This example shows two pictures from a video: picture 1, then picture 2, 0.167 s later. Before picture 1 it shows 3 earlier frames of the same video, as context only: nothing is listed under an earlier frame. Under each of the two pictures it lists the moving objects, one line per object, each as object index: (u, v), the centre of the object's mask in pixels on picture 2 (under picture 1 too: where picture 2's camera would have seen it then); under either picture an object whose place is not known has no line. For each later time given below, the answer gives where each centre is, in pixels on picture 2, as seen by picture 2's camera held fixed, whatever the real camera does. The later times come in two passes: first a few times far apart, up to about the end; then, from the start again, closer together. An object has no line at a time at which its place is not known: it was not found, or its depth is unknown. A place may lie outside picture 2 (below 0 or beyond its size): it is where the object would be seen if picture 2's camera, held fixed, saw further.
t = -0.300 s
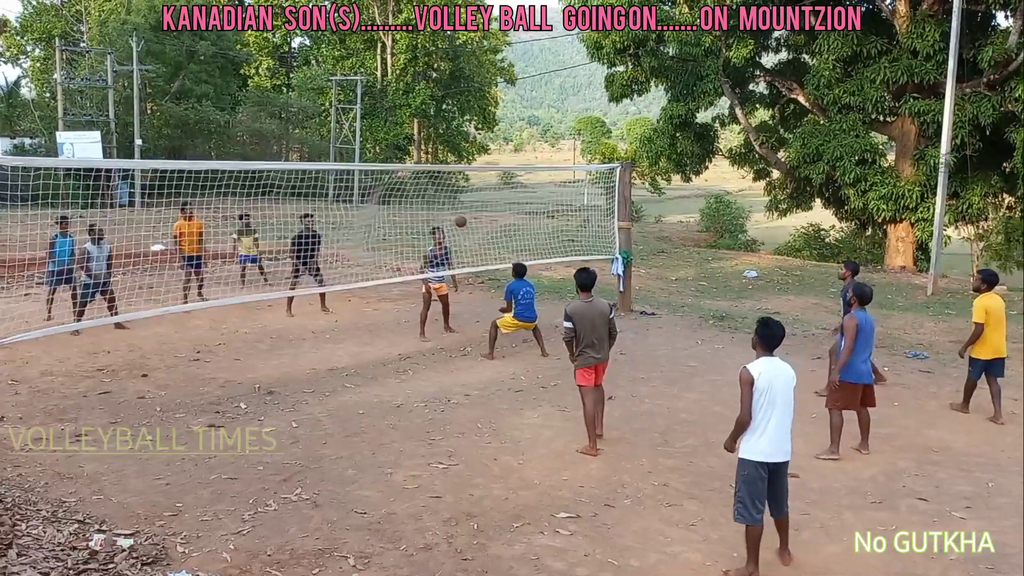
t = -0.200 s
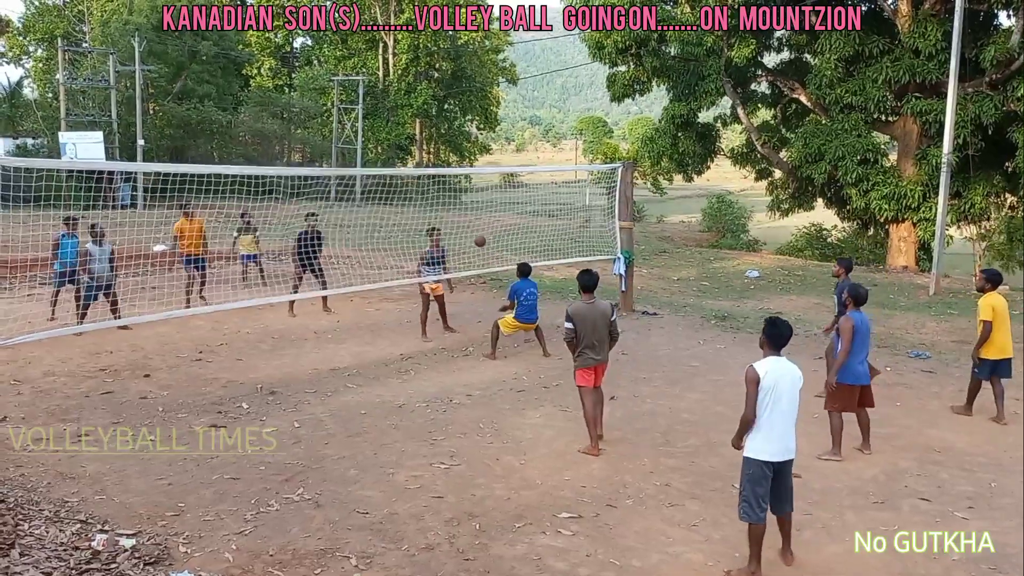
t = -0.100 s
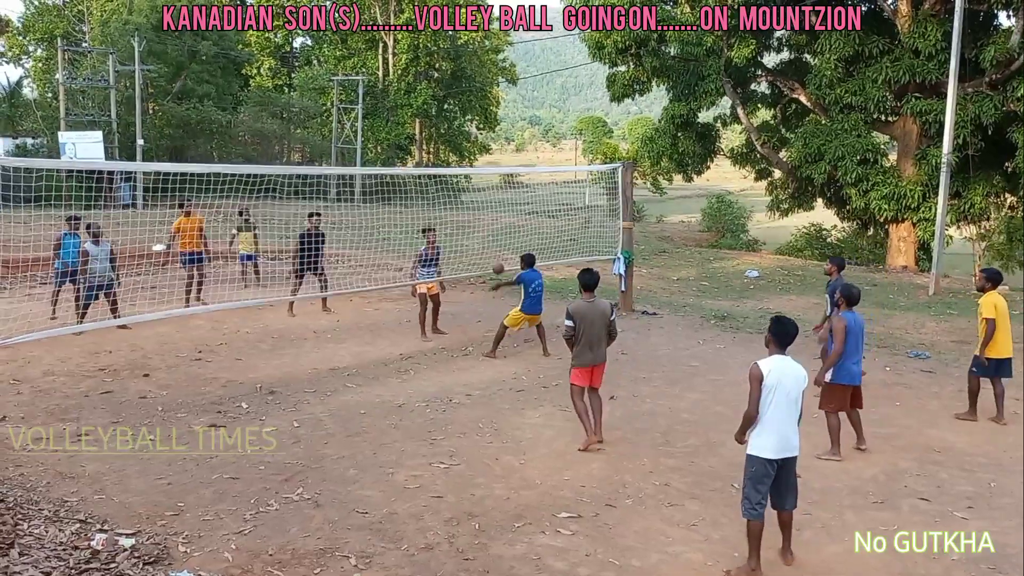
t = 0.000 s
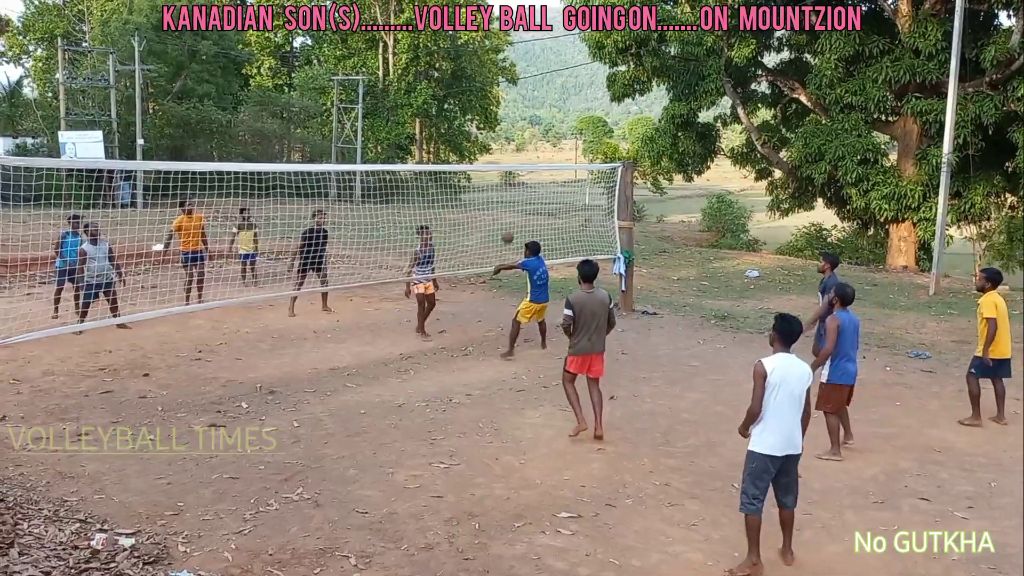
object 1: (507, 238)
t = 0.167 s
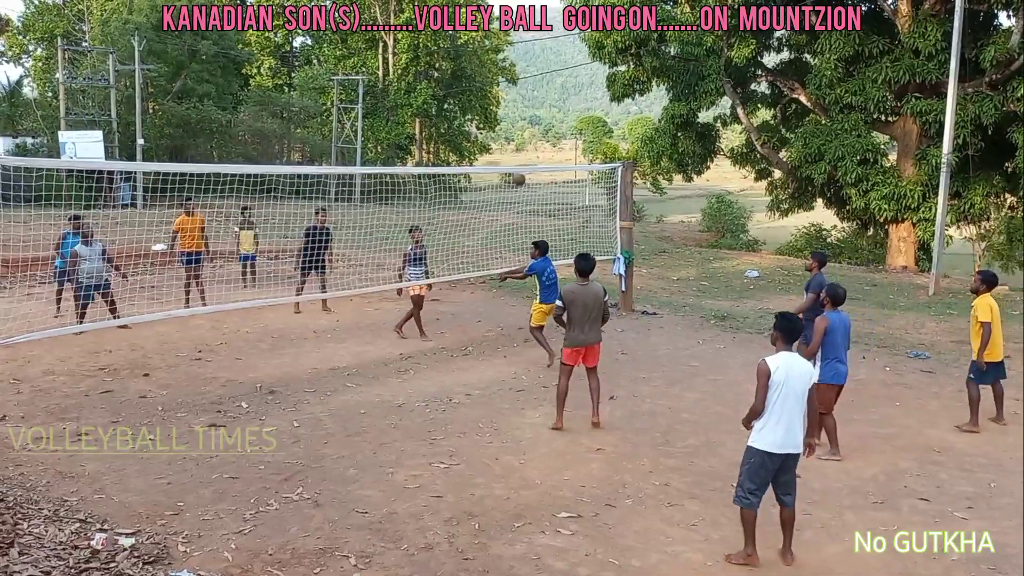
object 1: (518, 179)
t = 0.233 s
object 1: (524, 160)
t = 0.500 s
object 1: (545, 119)
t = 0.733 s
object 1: (566, 131)
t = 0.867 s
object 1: (578, 160)
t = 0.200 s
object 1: (521, 170)
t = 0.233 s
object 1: (524, 160)
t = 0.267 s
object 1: (526, 152)
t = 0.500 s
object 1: (545, 119)
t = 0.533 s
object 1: (548, 117)
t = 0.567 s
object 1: (551, 117)
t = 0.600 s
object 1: (554, 118)
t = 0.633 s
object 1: (557, 119)
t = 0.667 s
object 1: (560, 122)
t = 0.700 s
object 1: (563, 126)
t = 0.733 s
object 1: (566, 131)
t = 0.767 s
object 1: (569, 136)
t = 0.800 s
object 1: (572, 143)
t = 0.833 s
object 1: (575, 151)
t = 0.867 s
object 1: (578, 160)
